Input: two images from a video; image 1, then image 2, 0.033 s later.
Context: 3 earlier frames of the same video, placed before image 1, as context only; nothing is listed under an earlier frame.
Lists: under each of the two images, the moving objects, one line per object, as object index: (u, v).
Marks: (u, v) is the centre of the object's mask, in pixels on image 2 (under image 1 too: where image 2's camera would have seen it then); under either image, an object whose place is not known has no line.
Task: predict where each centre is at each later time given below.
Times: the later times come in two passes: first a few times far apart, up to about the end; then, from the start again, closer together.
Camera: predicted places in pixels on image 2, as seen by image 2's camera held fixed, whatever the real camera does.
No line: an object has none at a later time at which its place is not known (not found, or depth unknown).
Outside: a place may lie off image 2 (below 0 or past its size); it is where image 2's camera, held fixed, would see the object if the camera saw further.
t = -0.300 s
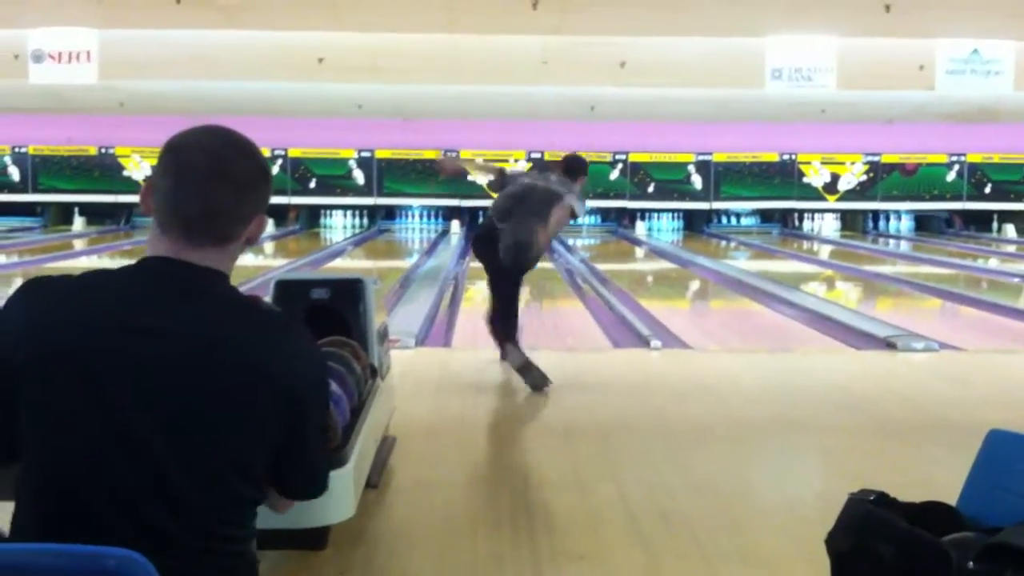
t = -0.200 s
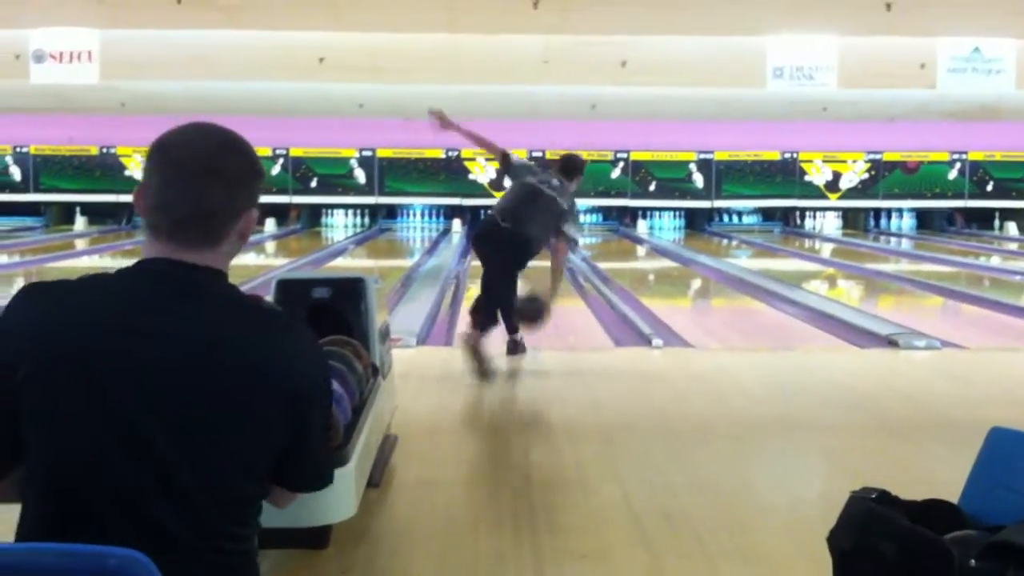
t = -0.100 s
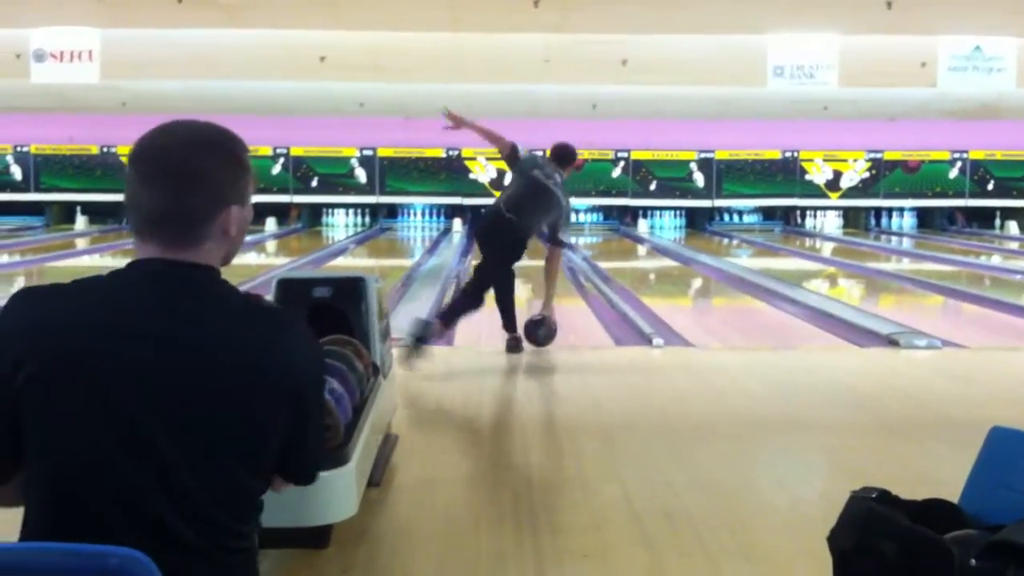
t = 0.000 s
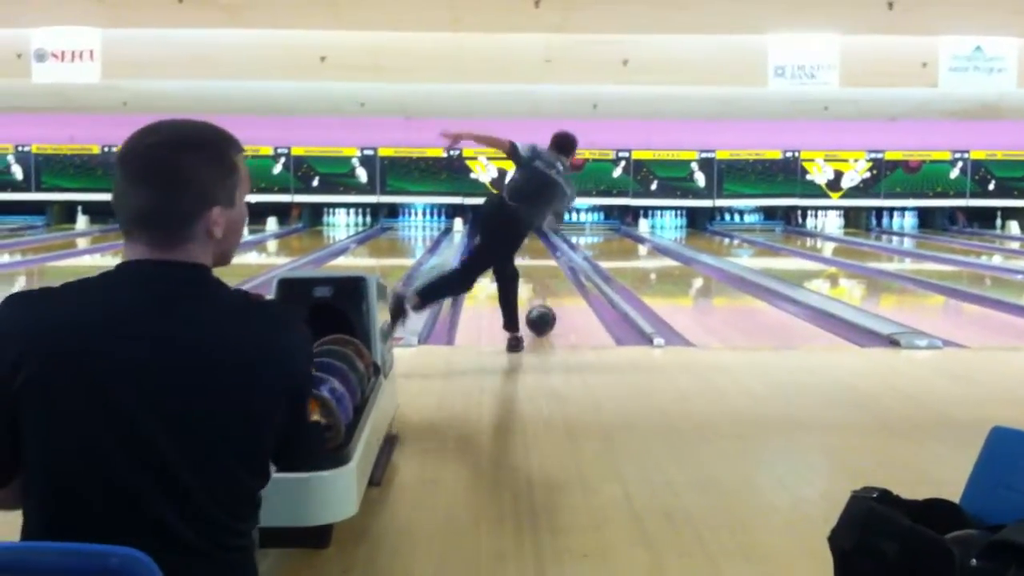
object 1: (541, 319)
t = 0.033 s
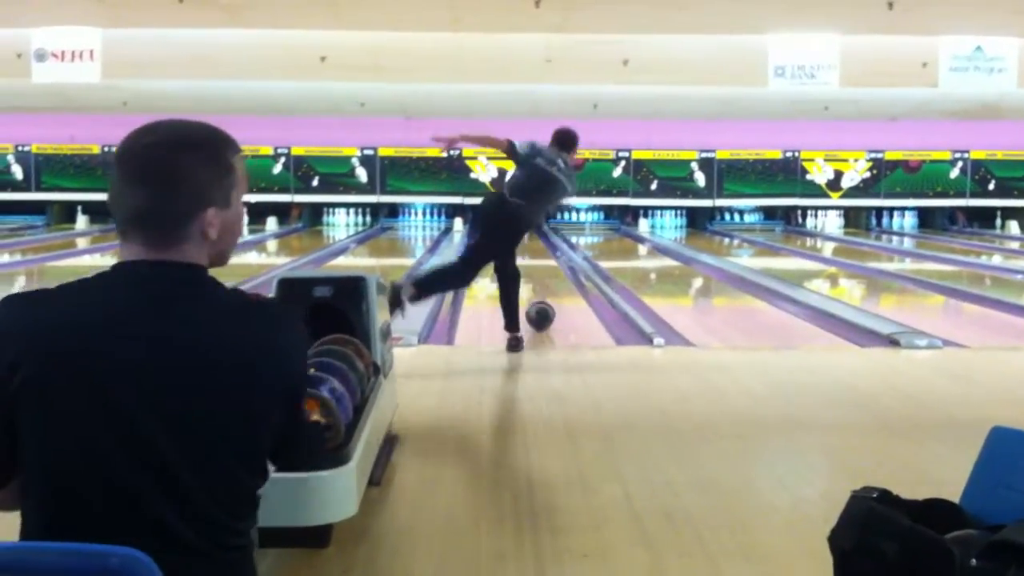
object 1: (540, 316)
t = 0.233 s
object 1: (539, 294)
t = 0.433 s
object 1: (537, 279)
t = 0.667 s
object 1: (533, 265)
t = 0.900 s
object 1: (534, 255)
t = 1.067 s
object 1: (531, 252)
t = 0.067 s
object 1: (540, 311)
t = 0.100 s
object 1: (539, 307)
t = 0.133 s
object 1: (539, 303)
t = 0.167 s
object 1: (539, 300)
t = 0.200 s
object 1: (539, 297)
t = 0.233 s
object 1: (539, 294)
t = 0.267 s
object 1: (538, 292)
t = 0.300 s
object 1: (538, 289)
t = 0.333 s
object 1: (537, 286)
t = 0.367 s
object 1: (538, 283)
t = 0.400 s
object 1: (538, 281)
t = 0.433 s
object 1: (537, 279)
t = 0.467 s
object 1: (537, 276)
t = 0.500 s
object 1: (537, 274)
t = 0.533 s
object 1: (537, 272)
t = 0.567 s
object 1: (536, 270)
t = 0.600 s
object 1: (536, 269)
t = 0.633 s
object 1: (535, 267)
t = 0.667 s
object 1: (533, 265)
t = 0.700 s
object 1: (530, 262)
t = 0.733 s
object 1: (534, 264)
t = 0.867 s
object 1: (534, 256)
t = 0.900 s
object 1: (534, 255)
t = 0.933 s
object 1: (533, 253)
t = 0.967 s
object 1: (534, 251)
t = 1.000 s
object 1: (533, 252)
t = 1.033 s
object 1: (532, 251)
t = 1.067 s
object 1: (531, 252)
